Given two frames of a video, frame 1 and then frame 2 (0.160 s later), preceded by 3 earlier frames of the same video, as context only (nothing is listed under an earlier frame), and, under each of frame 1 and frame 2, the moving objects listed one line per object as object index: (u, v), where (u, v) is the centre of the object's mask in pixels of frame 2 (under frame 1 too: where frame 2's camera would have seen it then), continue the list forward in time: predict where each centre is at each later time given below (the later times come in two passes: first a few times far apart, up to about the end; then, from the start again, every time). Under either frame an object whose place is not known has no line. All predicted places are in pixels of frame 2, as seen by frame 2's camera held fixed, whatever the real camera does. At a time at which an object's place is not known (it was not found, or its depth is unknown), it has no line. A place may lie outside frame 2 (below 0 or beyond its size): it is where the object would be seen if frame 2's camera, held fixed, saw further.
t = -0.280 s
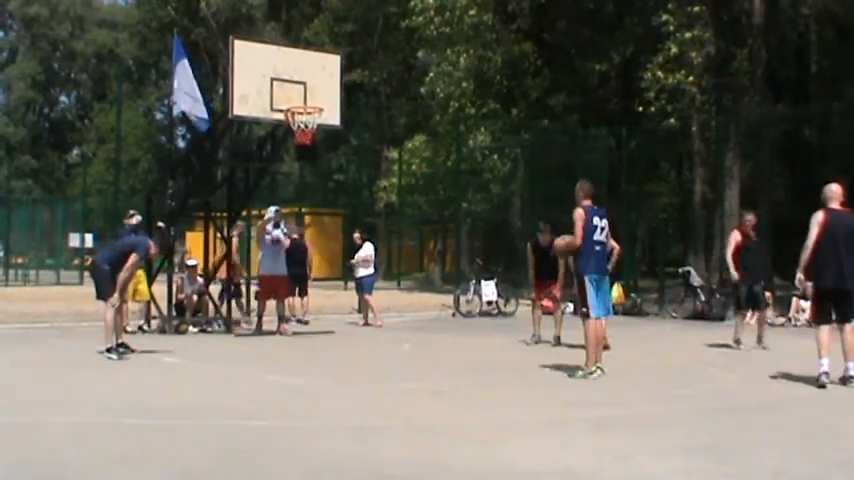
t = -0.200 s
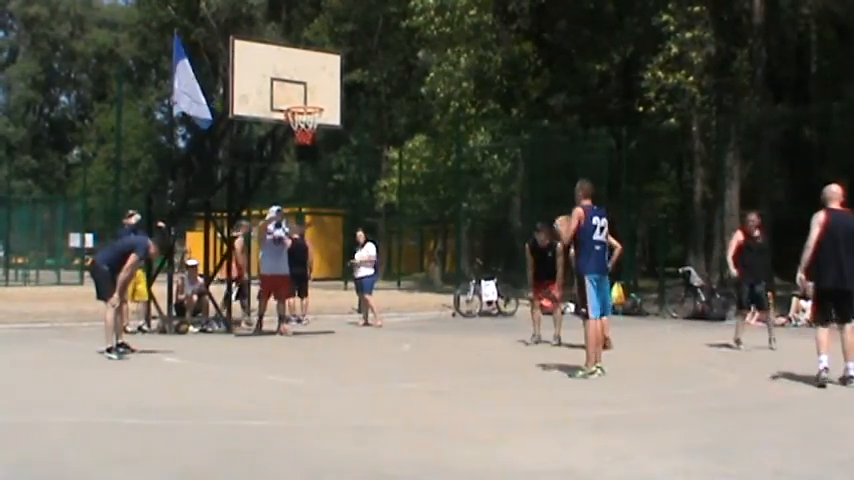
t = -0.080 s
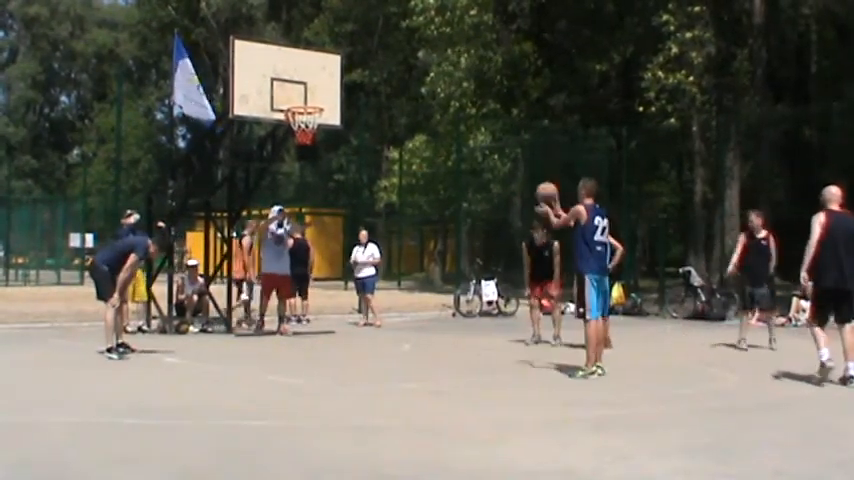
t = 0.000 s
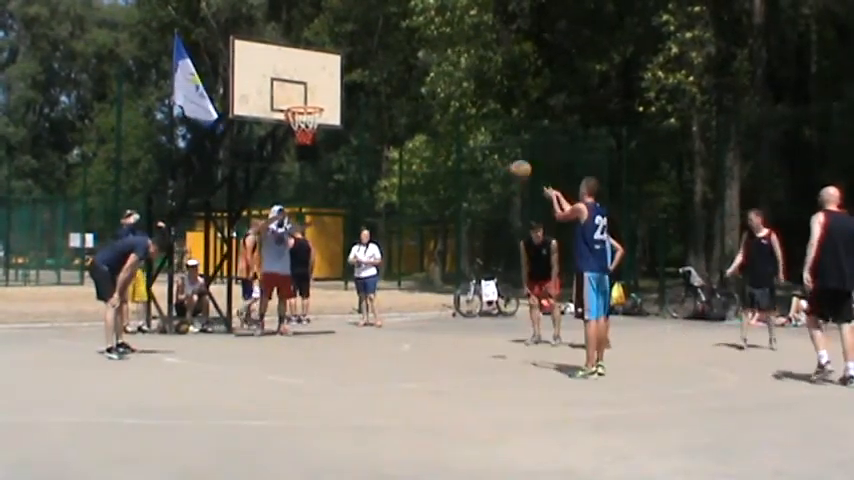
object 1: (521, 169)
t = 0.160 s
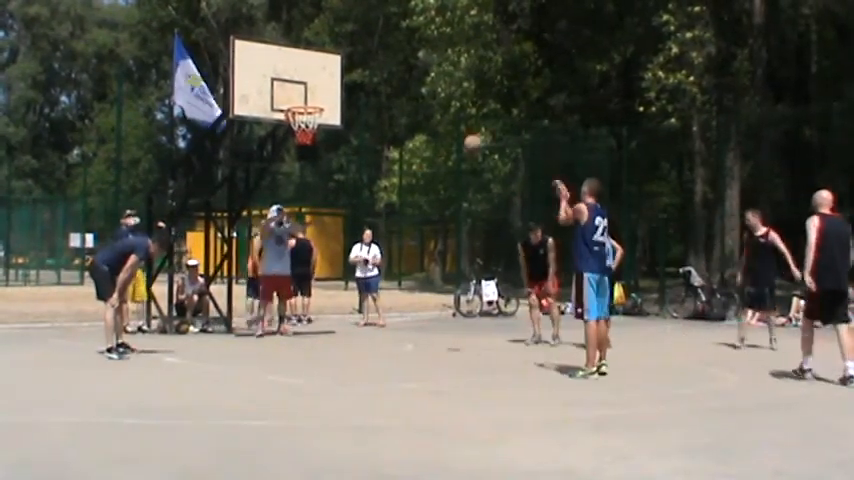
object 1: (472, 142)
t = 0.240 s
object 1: (452, 140)
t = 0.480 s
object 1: (394, 161)
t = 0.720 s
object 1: (346, 216)
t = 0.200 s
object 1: (463, 141)
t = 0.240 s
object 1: (452, 140)
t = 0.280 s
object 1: (441, 141)
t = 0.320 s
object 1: (433, 142)
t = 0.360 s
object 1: (422, 145)
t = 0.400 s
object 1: (411, 147)
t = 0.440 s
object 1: (404, 153)
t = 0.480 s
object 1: (394, 161)
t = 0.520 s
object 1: (384, 168)
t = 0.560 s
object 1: (377, 175)
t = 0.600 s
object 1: (369, 185)
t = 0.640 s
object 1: (361, 195)
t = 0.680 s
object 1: (353, 205)
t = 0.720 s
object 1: (346, 216)
